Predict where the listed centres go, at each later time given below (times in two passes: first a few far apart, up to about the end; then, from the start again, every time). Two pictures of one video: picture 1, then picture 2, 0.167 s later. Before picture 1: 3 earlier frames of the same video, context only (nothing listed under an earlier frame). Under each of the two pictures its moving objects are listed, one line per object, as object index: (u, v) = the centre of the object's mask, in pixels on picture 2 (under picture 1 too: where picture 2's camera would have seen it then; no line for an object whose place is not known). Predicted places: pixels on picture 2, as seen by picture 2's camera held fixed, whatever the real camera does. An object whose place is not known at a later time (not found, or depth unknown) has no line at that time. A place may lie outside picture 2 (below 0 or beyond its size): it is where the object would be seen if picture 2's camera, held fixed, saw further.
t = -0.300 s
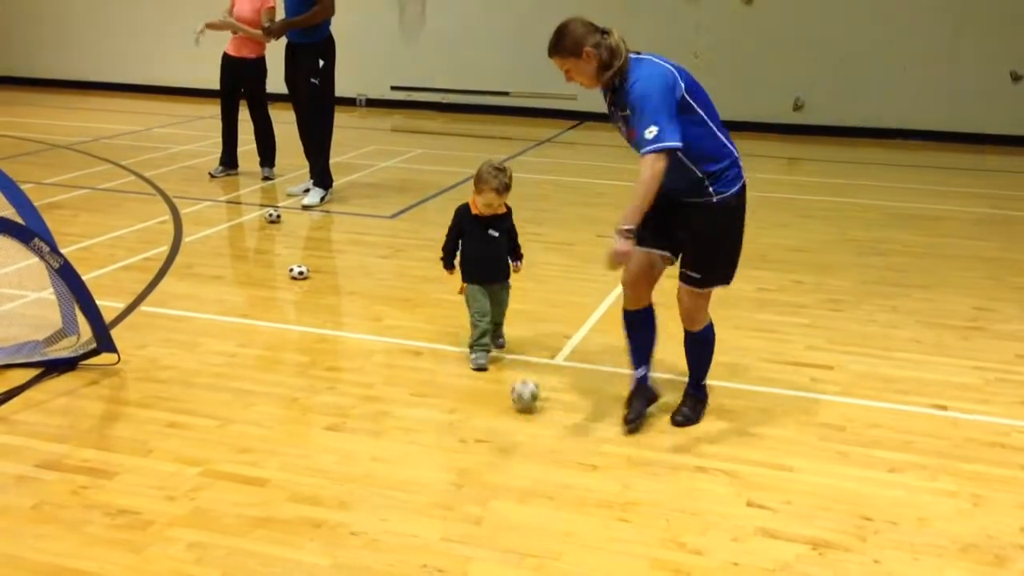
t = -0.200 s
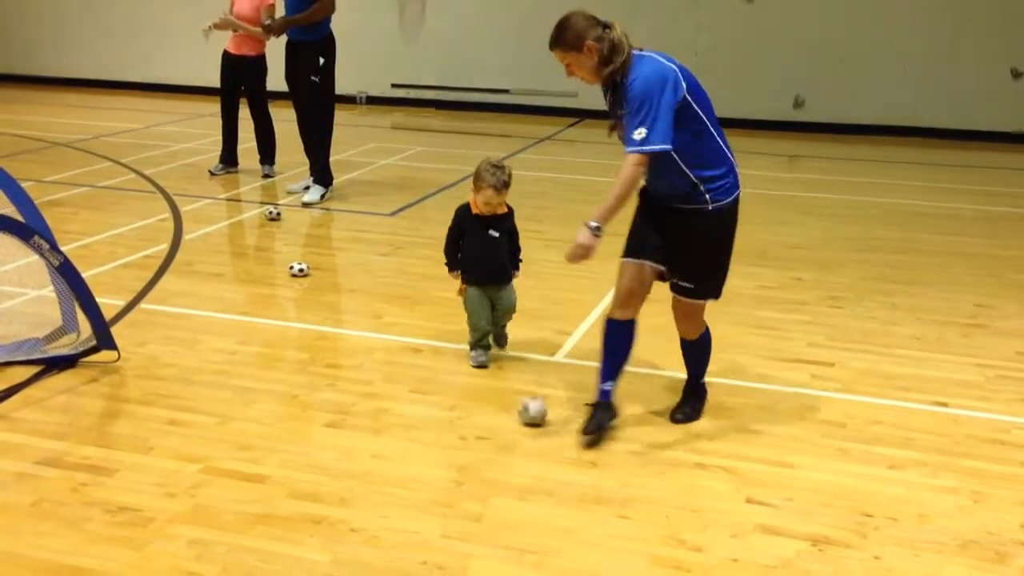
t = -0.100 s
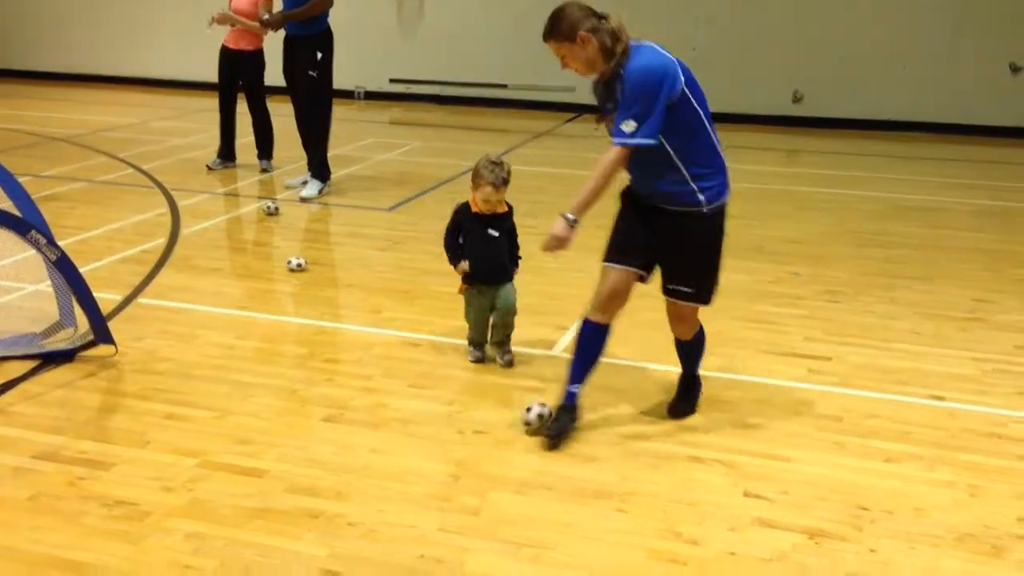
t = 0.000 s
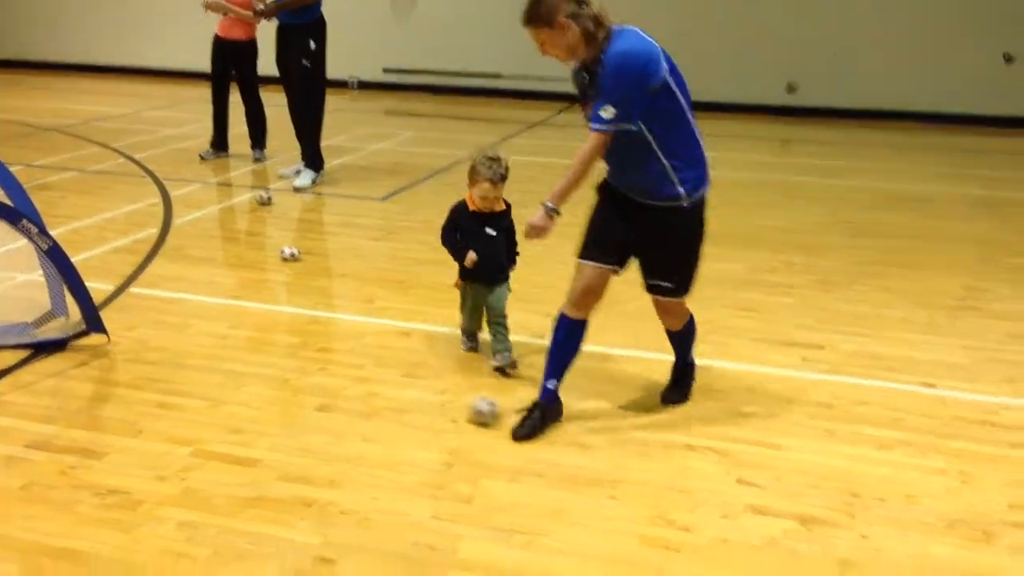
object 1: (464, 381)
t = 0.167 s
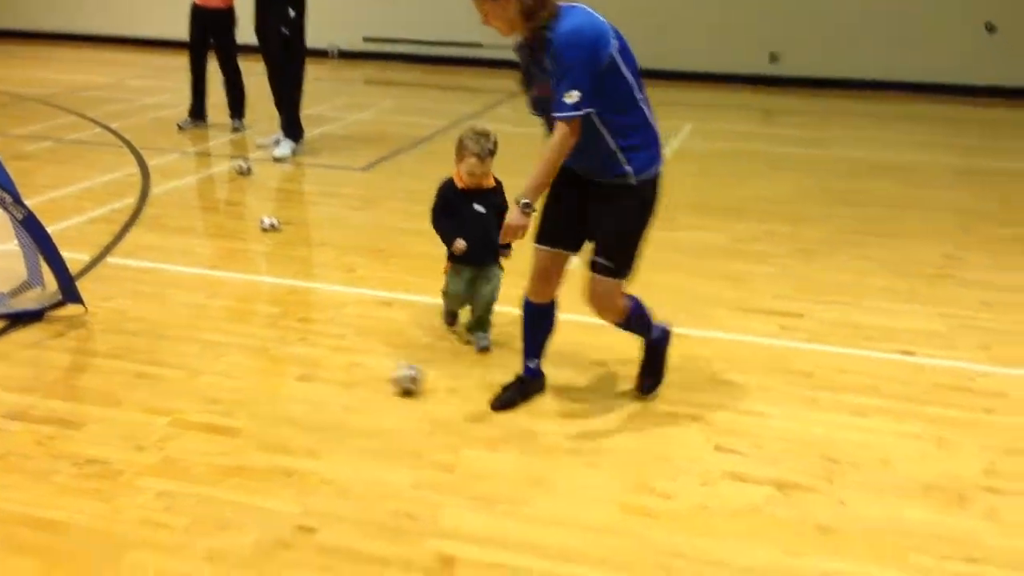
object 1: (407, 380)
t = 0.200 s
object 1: (396, 381)
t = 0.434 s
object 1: (327, 385)
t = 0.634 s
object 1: (272, 388)
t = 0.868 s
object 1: (214, 391)
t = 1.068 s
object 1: (170, 396)
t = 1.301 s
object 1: (124, 401)
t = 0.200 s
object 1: (396, 381)
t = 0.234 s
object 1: (386, 384)
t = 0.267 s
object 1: (377, 383)
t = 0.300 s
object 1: (365, 383)
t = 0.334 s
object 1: (357, 383)
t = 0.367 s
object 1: (346, 384)
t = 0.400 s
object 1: (336, 384)
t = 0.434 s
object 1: (327, 385)
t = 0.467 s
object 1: (316, 385)
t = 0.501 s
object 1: (307, 385)
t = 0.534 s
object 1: (298, 386)
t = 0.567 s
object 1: (289, 387)
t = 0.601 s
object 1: (280, 388)
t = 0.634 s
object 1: (272, 388)
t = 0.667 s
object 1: (263, 388)
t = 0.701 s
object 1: (254, 388)
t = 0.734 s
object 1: (247, 389)
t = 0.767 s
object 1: (238, 389)
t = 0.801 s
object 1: (230, 390)
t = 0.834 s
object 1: (222, 391)
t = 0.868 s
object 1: (214, 391)
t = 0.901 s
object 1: (206, 392)
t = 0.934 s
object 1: (199, 393)
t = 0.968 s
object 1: (191, 394)
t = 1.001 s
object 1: (185, 394)
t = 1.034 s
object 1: (177, 396)
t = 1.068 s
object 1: (170, 396)
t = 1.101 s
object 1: (163, 397)
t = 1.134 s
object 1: (157, 397)
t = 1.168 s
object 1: (150, 398)
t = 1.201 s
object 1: (144, 399)
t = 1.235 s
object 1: (137, 399)
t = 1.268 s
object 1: (130, 400)
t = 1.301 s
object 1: (124, 401)
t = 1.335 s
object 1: (117, 402)
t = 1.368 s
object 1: (111, 403)
